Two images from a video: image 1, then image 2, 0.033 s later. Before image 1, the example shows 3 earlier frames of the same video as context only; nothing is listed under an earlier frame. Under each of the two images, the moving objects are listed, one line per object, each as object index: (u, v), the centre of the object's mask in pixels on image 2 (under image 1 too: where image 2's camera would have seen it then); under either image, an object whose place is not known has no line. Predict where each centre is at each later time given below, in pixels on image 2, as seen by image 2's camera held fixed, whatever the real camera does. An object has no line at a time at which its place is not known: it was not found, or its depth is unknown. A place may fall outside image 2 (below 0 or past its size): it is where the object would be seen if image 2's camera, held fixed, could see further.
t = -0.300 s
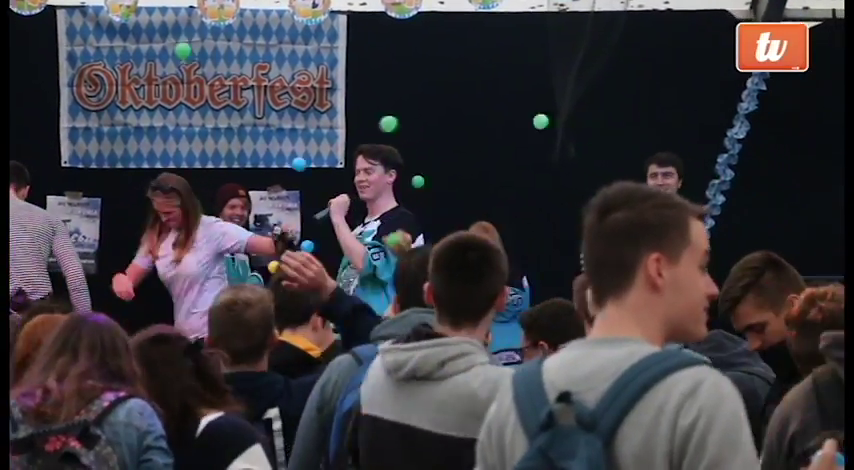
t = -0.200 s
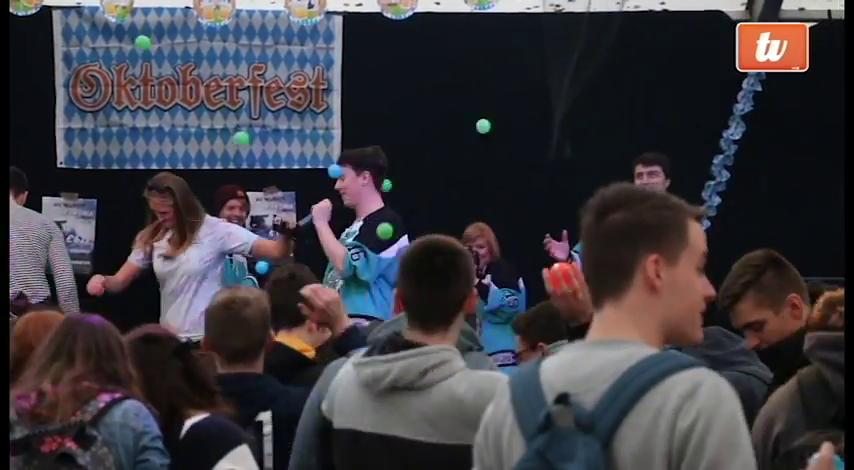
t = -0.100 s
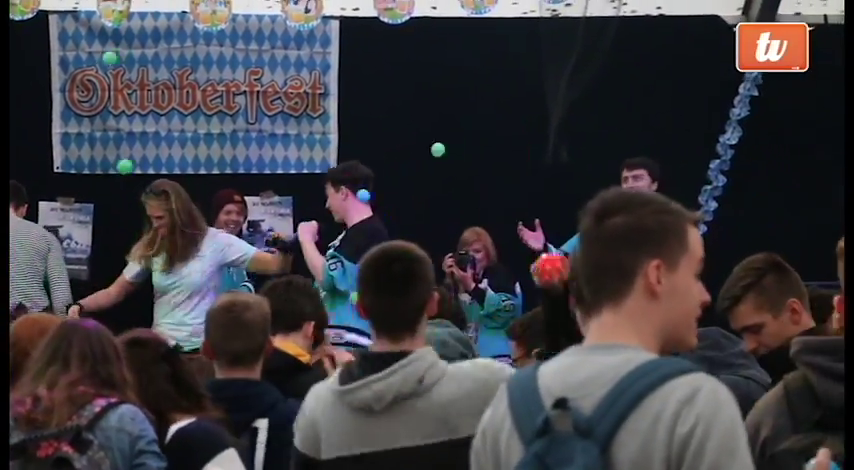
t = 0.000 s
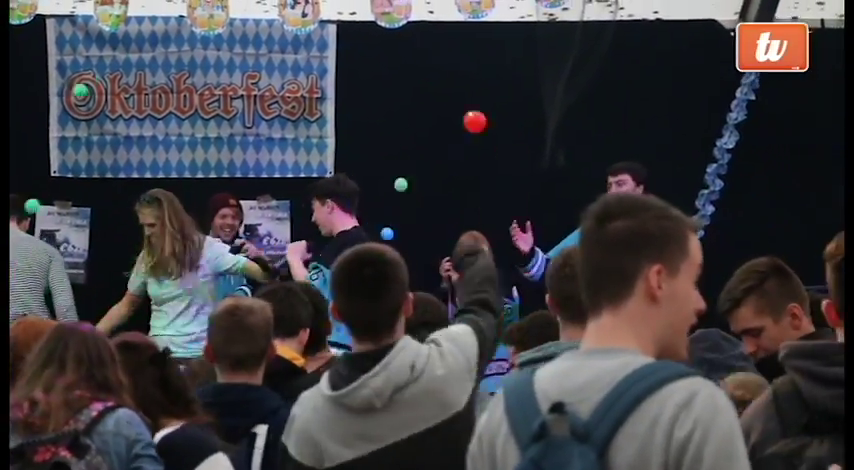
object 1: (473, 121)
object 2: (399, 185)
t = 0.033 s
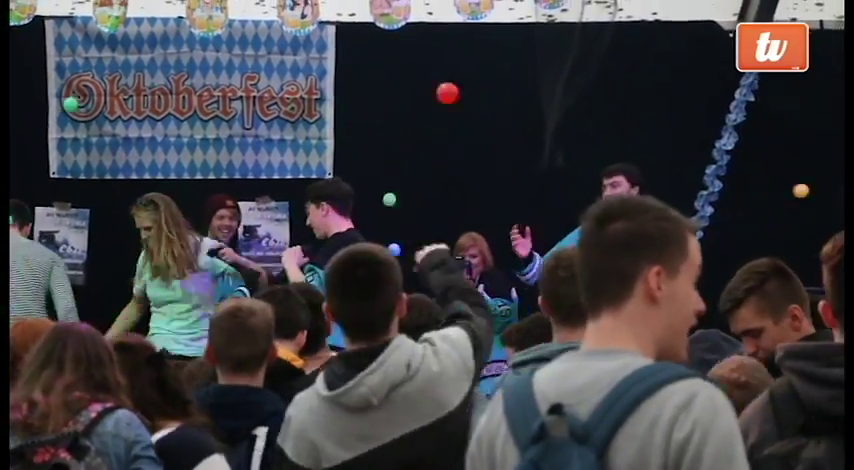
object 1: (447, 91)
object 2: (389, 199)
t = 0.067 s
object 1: (423, 67)
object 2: (379, 213)
